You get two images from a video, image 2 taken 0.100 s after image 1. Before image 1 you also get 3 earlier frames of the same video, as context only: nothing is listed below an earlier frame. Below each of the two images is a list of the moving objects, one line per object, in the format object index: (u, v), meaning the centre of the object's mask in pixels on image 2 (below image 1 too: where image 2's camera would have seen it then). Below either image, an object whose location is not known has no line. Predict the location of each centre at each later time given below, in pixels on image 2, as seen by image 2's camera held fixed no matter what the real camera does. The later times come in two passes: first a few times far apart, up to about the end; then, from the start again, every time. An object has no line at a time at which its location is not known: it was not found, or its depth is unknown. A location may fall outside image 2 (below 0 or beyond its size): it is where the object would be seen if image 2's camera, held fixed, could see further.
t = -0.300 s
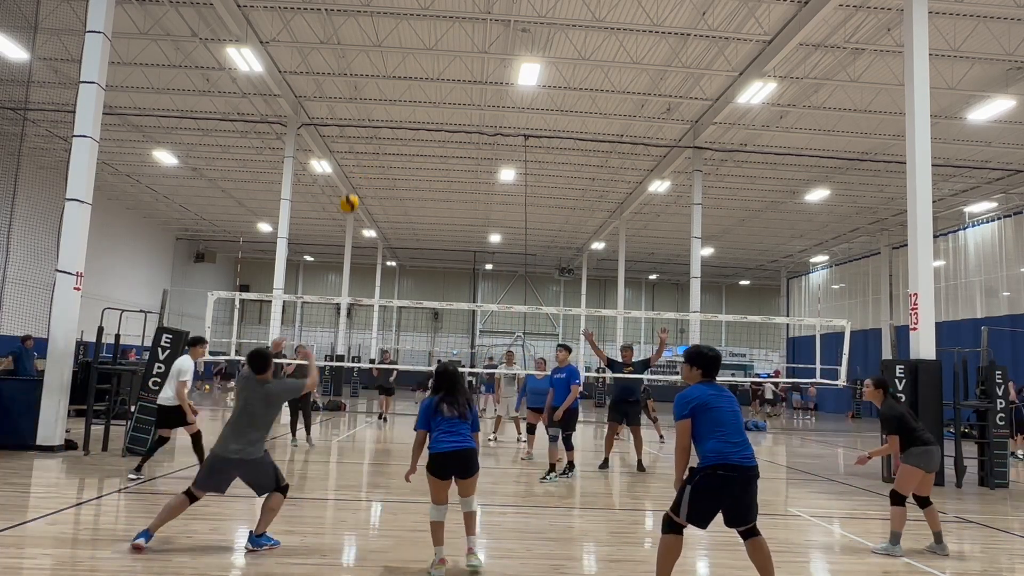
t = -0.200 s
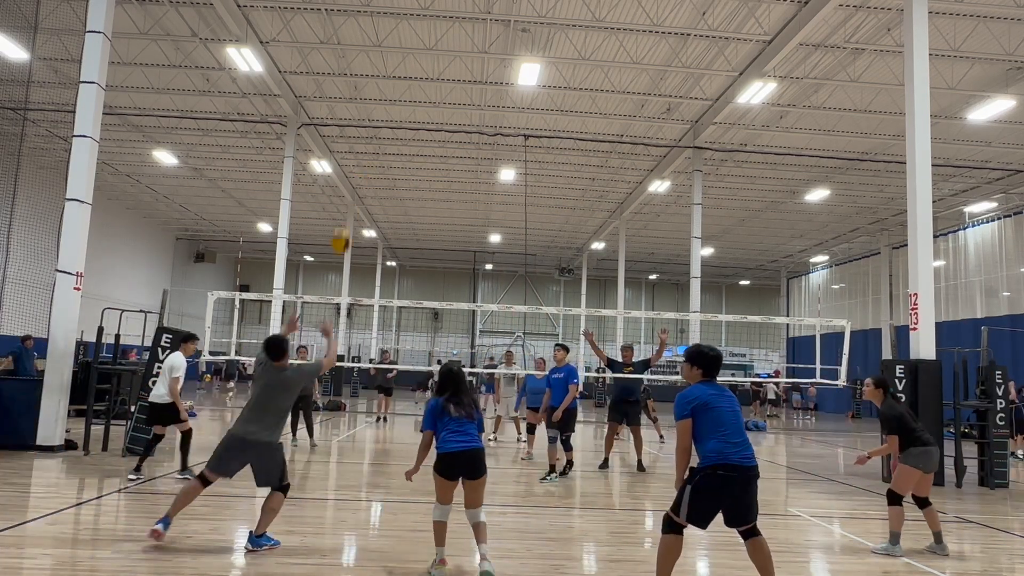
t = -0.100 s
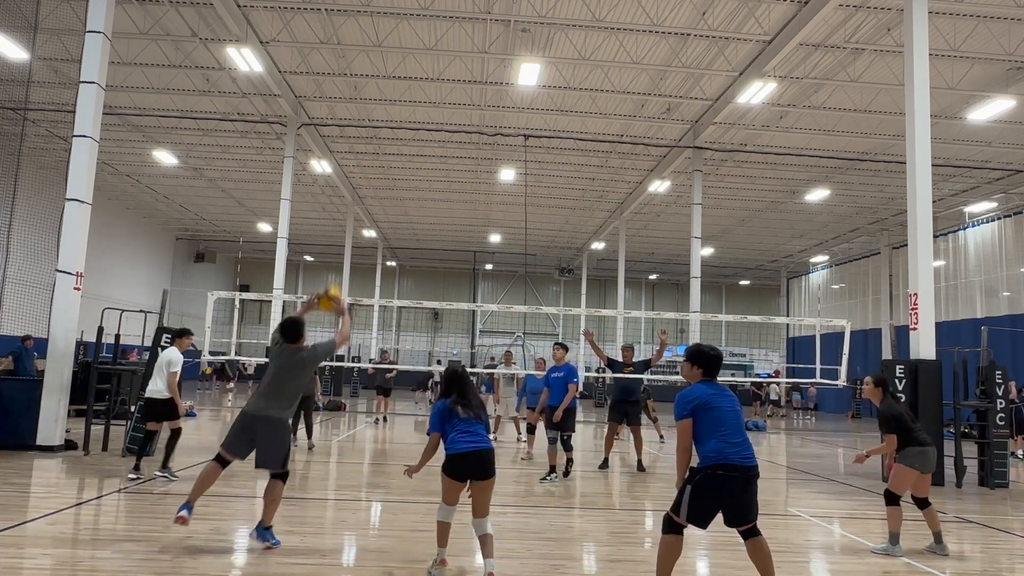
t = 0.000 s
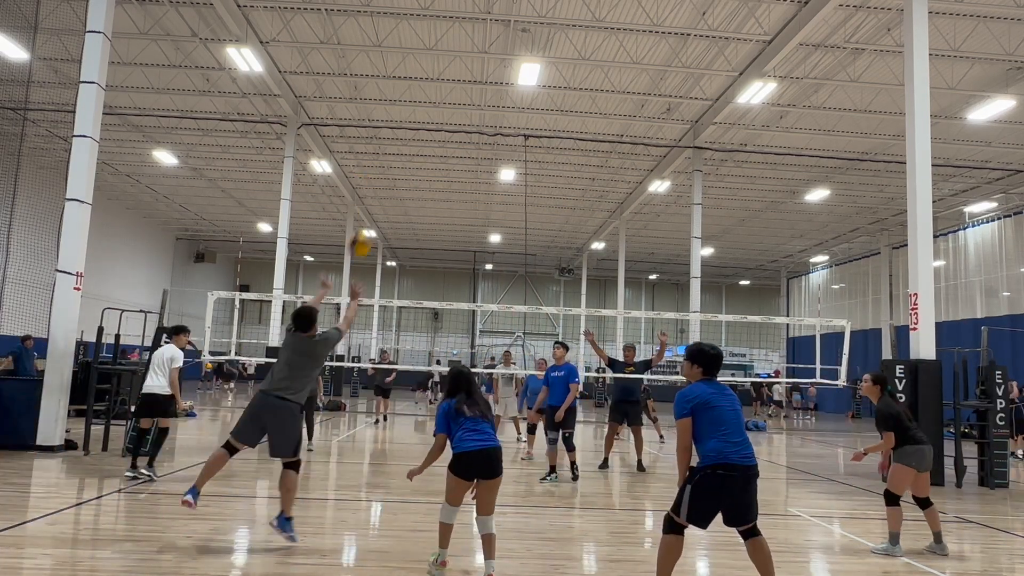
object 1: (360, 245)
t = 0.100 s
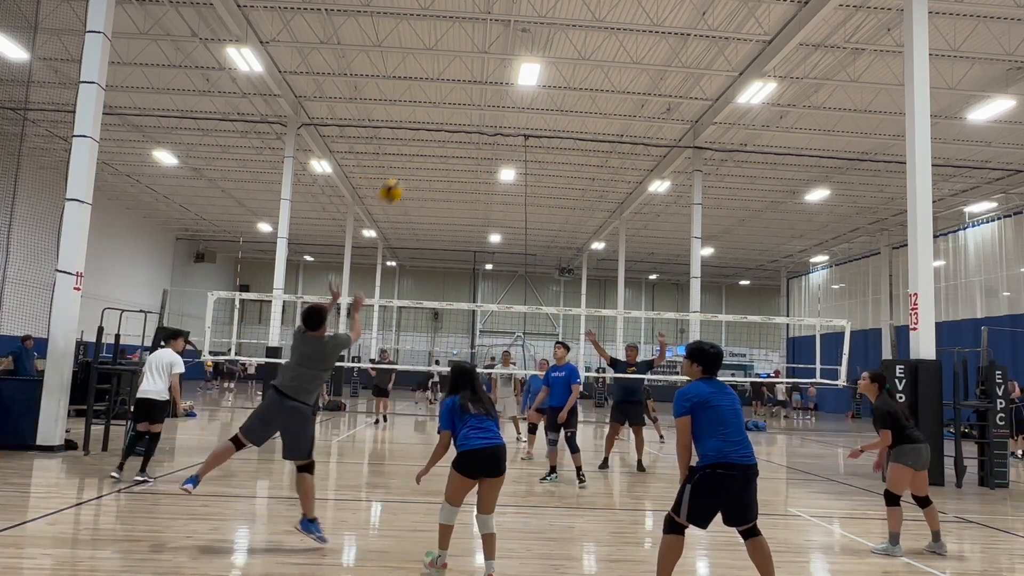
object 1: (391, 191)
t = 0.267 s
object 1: (433, 139)
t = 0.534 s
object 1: (479, 121)
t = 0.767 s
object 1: (510, 153)
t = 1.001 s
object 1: (534, 215)
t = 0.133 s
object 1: (401, 177)
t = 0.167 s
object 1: (409, 165)
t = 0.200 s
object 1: (417, 155)
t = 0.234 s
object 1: (425, 147)
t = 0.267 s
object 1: (433, 139)
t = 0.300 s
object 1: (439, 134)
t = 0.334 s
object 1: (446, 128)
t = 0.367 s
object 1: (452, 125)
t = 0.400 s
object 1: (458, 122)
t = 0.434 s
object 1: (464, 120)
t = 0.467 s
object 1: (470, 120)
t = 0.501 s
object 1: (475, 120)
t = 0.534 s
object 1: (479, 121)
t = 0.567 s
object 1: (484, 123)
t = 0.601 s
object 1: (489, 126)
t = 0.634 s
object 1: (493, 130)
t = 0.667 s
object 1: (498, 134)
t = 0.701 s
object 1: (502, 139)
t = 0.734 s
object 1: (505, 145)
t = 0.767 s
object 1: (510, 153)
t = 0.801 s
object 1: (513, 159)
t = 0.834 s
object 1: (519, 166)
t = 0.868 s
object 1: (522, 176)
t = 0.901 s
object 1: (524, 186)
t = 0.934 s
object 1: (528, 195)
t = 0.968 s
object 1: (530, 205)
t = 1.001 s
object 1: (534, 215)
